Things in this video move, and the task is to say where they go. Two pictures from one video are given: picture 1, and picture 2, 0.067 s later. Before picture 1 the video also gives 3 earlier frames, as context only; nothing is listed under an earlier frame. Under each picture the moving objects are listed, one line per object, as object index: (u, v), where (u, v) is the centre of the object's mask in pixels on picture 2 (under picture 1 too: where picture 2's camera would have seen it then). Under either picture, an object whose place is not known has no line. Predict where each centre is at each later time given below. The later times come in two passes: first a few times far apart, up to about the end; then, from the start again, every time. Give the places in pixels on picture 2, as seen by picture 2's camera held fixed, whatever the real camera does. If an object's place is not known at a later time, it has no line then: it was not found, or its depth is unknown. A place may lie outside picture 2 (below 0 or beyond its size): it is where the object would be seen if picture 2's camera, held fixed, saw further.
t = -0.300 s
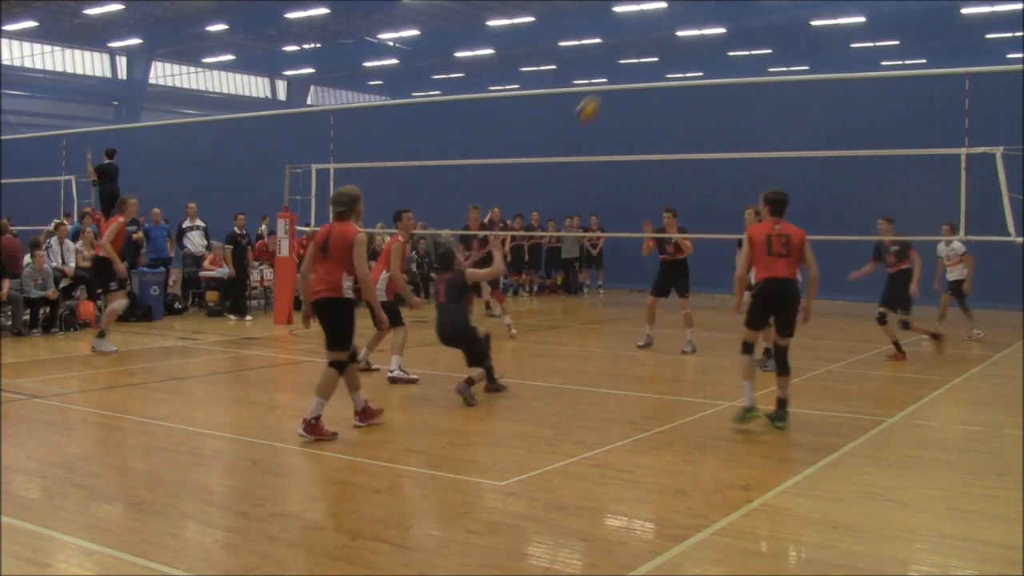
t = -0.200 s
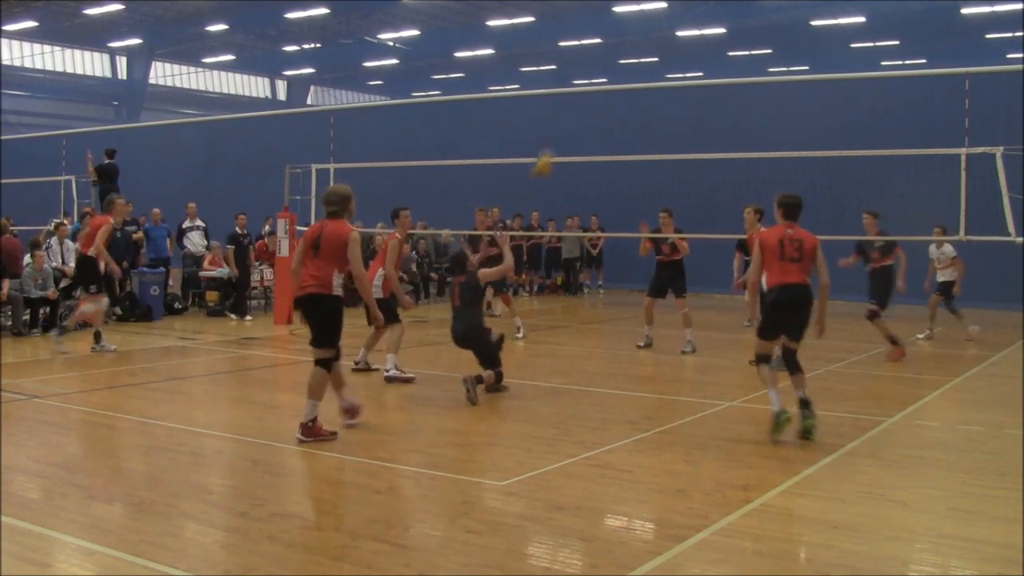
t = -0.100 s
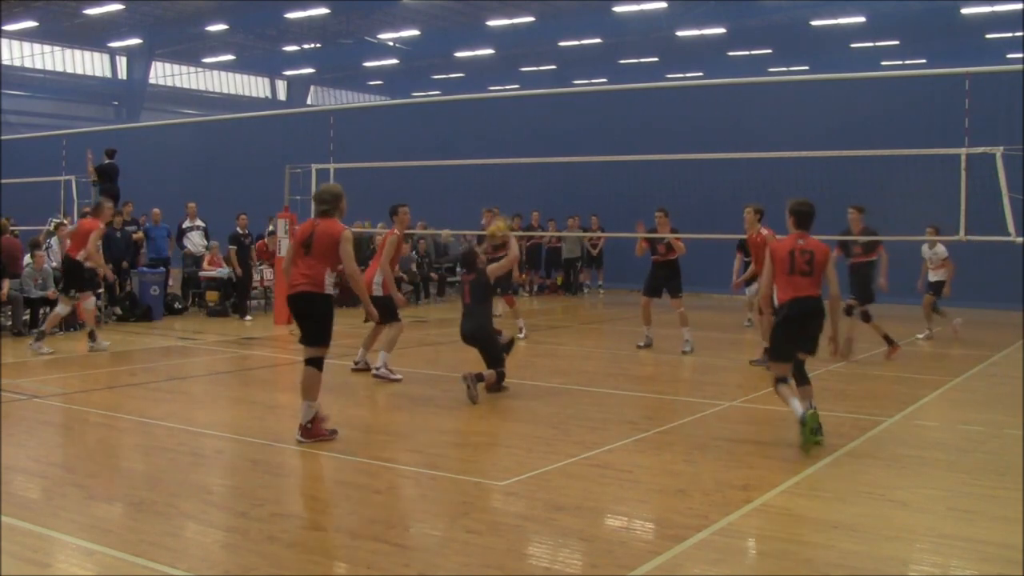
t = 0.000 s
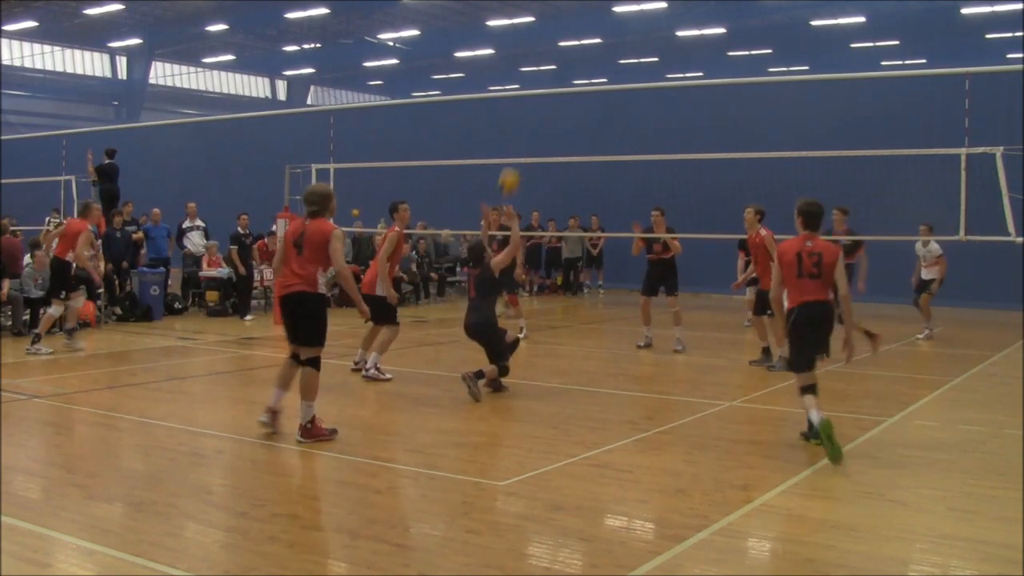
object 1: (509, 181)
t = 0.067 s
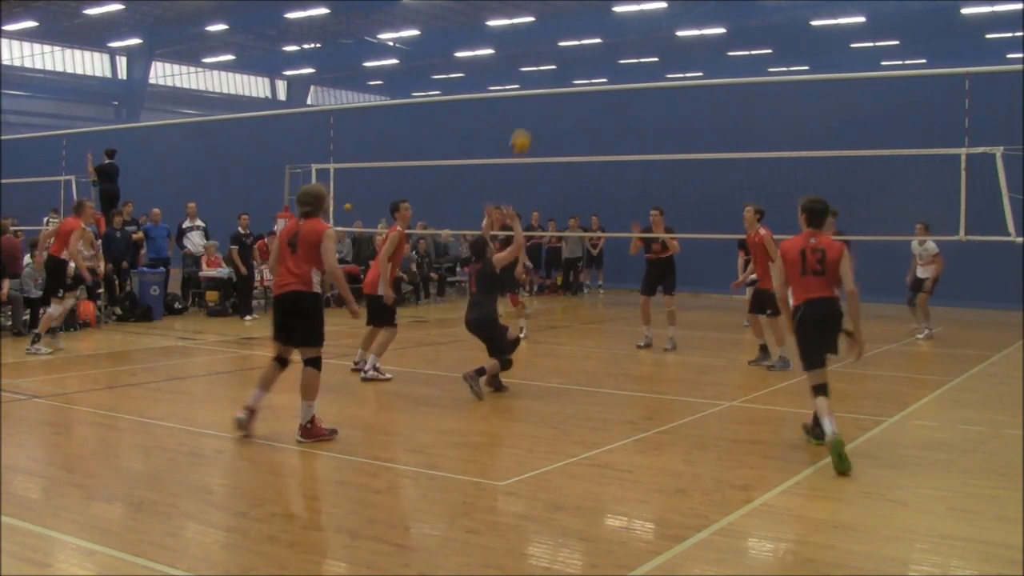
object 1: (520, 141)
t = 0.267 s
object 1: (554, 61)
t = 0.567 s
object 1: (600, 19)
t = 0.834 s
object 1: (636, 51)
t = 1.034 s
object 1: (661, 117)
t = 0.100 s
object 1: (526, 125)
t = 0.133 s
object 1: (532, 110)
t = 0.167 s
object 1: (538, 96)
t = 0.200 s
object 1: (544, 84)
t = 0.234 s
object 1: (549, 71)
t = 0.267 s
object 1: (554, 61)
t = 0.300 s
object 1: (559, 53)
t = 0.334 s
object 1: (564, 44)
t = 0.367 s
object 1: (570, 37)
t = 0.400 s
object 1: (575, 30)
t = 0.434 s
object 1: (580, 27)
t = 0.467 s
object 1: (586, 23)
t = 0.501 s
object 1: (591, 20)
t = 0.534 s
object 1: (595, 19)
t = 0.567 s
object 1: (600, 19)
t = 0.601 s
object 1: (605, 20)
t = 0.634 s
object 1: (609, 21)
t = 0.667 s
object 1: (614, 24)
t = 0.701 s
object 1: (618, 28)
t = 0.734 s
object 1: (623, 32)
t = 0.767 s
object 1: (627, 37)
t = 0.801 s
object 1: (632, 44)
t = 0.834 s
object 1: (636, 51)
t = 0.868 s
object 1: (641, 61)
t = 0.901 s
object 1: (645, 71)
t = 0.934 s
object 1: (649, 80)
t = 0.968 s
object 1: (653, 93)
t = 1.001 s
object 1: (657, 104)
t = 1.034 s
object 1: (661, 117)
